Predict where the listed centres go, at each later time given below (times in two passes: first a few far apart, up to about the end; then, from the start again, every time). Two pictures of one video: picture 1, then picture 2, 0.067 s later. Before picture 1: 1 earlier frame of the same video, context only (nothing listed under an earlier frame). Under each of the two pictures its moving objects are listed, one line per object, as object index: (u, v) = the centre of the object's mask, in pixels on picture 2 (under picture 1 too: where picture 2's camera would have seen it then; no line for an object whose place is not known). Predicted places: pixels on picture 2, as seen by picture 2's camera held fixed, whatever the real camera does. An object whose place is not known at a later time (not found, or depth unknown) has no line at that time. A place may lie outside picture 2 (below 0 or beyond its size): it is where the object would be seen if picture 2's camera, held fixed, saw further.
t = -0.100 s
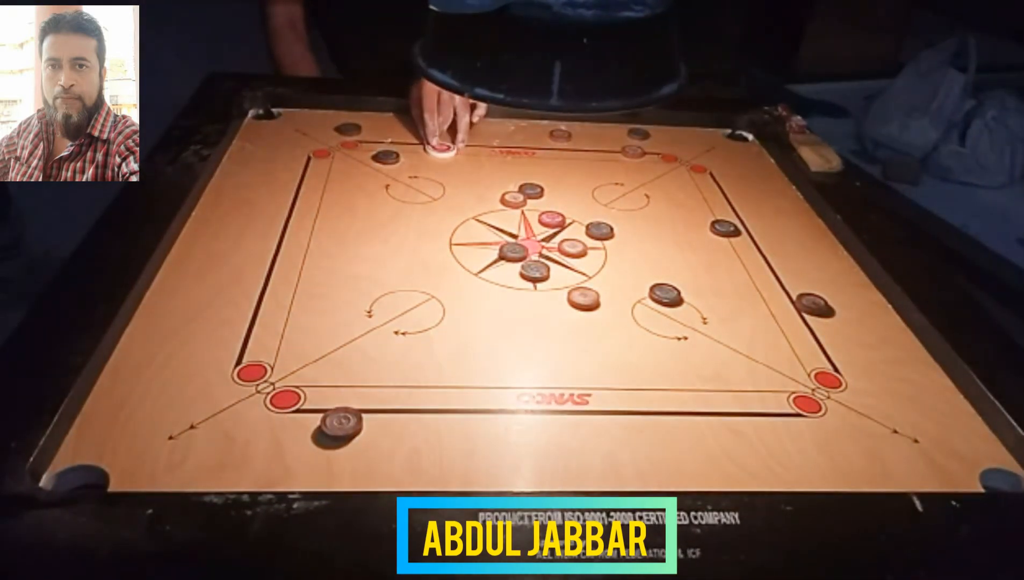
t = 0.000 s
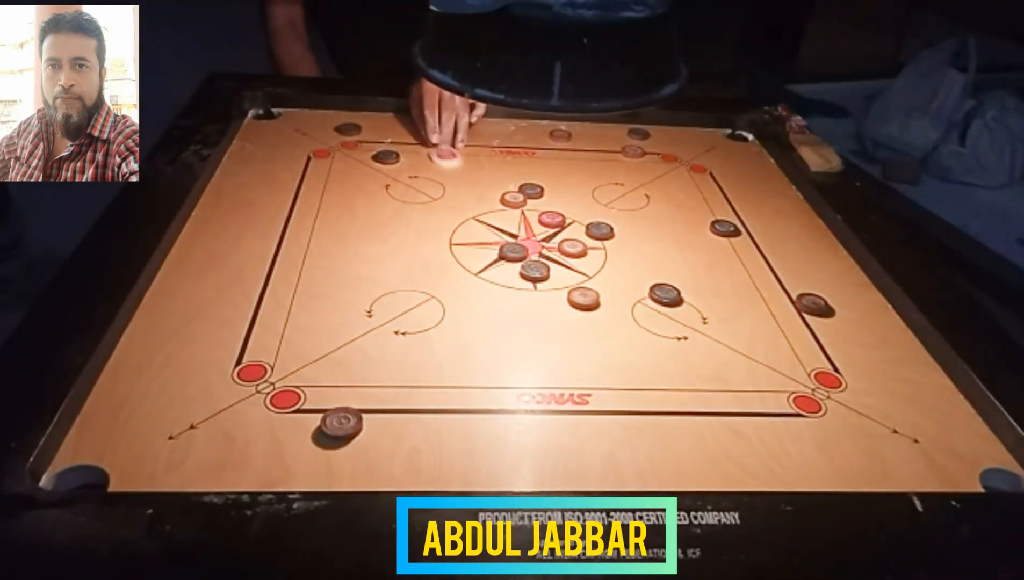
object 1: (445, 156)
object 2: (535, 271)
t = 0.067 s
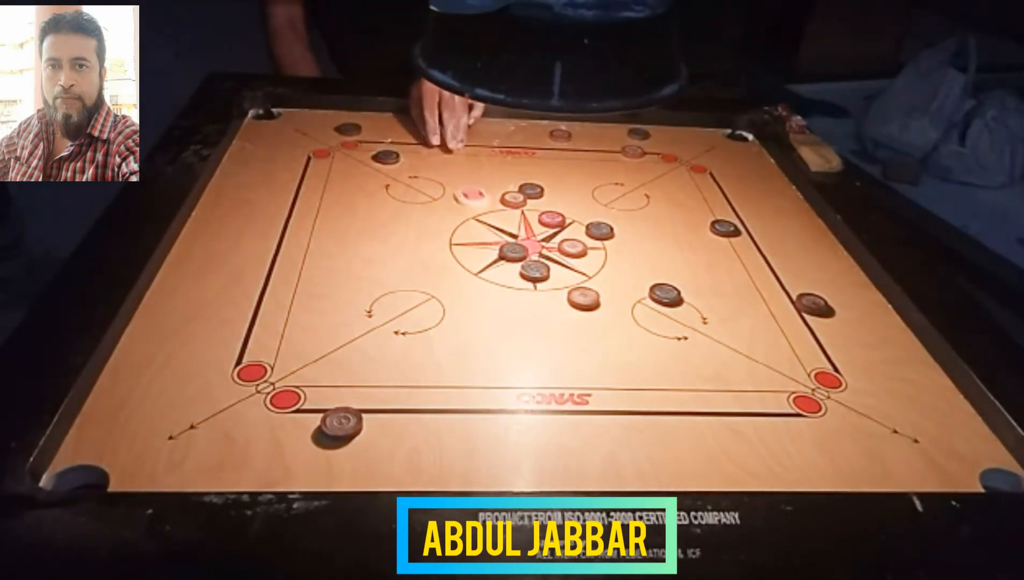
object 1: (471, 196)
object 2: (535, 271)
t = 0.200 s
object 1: (507, 256)
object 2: (547, 305)
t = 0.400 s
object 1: (520, 289)
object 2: (584, 398)
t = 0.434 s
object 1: (522, 292)
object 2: (590, 412)
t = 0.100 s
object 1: (486, 219)
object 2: (535, 271)
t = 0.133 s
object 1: (501, 238)
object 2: (541, 277)
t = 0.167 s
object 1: (504, 248)
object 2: (551, 294)
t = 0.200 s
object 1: (507, 256)
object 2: (547, 305)
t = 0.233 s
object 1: (510, 263)
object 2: (554, 322)
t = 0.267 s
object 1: (512, 269)
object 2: (560, 338)
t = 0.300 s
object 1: (514, 276)
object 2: (566, 354)
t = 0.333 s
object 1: (516, 281)
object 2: (573, 369)
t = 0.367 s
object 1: (518, 286)
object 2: (578, 384)
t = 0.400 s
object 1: (520, 289)
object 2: (584, 398)
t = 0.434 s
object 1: (522, 292)
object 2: (590, 412)
